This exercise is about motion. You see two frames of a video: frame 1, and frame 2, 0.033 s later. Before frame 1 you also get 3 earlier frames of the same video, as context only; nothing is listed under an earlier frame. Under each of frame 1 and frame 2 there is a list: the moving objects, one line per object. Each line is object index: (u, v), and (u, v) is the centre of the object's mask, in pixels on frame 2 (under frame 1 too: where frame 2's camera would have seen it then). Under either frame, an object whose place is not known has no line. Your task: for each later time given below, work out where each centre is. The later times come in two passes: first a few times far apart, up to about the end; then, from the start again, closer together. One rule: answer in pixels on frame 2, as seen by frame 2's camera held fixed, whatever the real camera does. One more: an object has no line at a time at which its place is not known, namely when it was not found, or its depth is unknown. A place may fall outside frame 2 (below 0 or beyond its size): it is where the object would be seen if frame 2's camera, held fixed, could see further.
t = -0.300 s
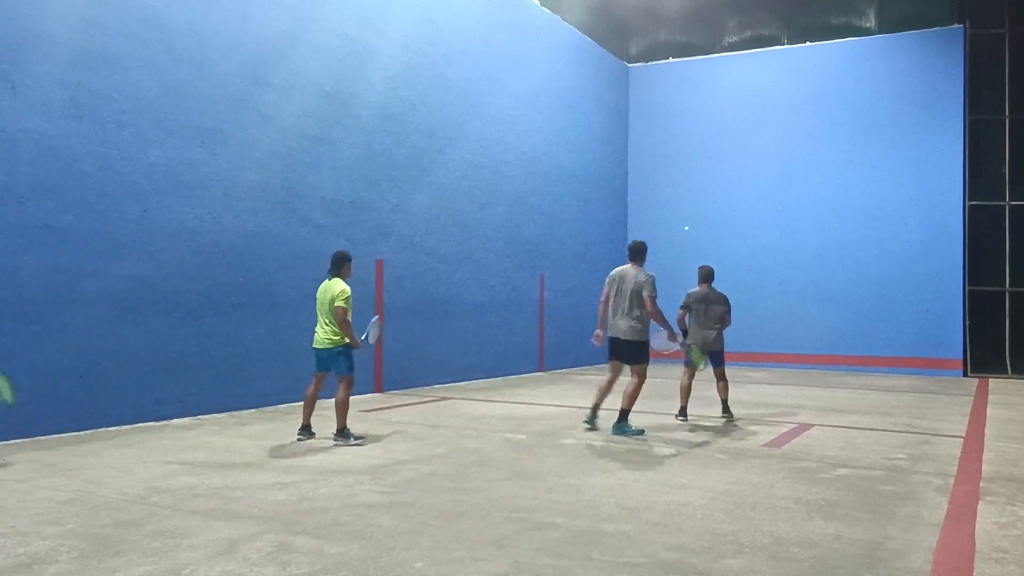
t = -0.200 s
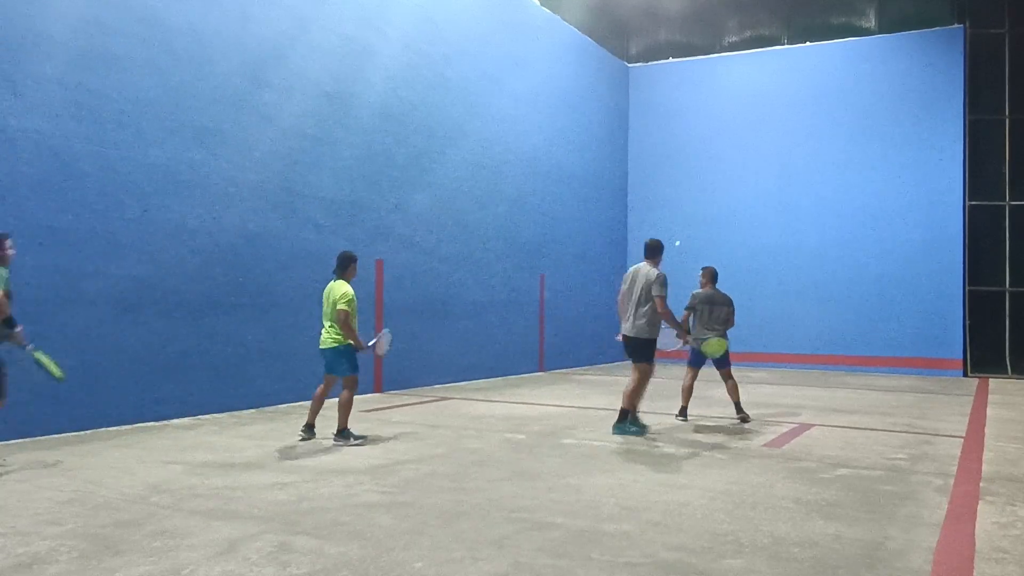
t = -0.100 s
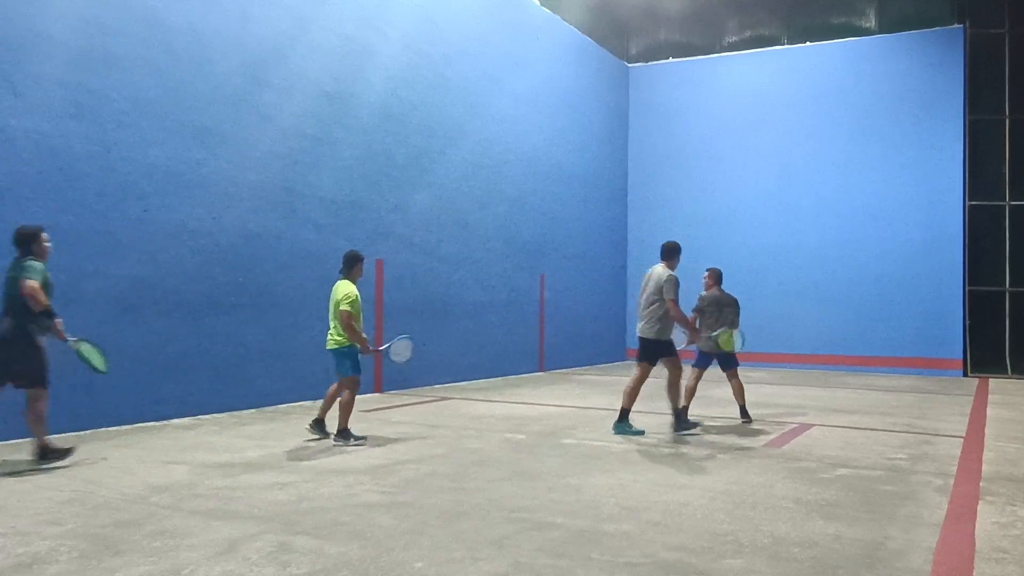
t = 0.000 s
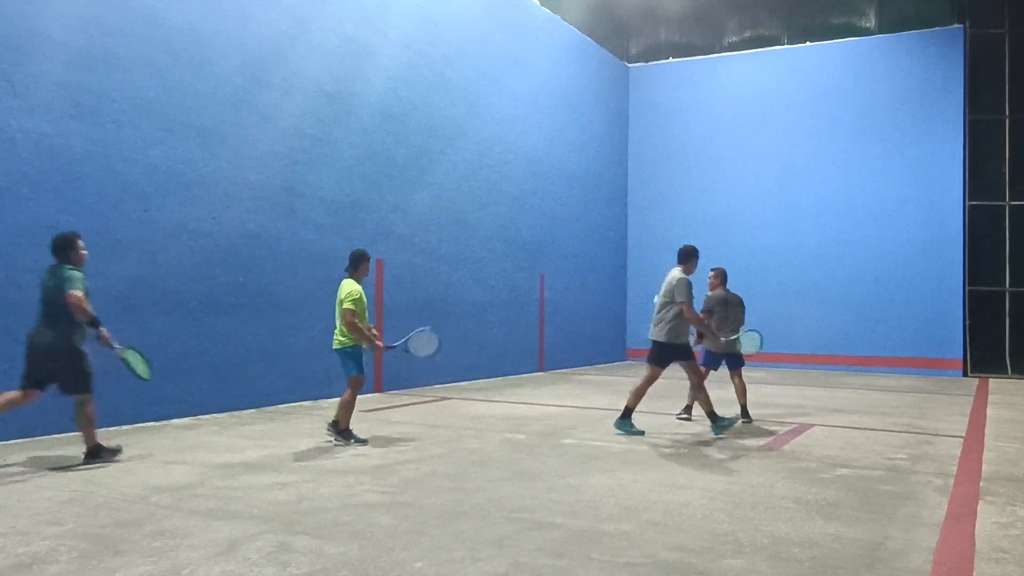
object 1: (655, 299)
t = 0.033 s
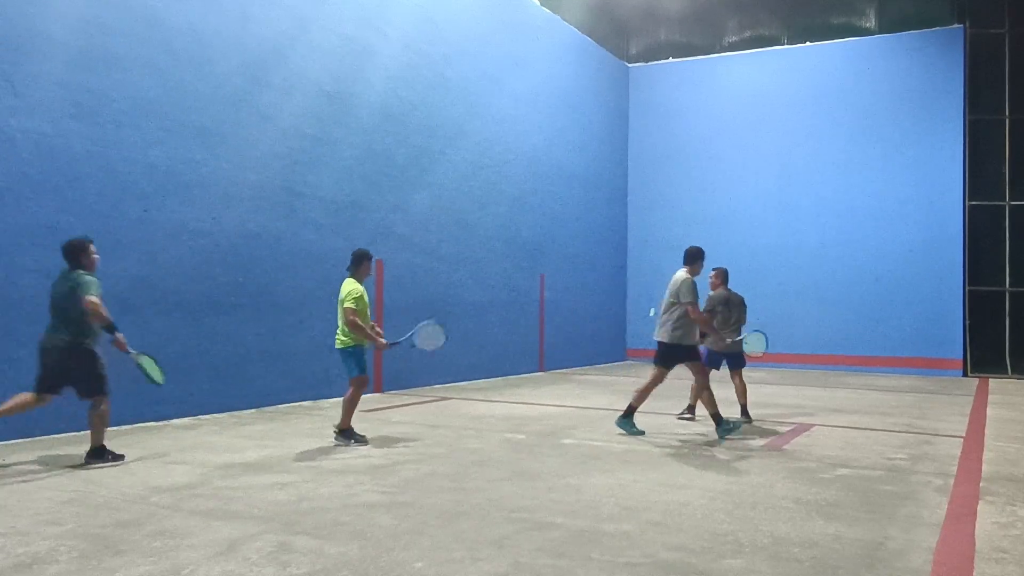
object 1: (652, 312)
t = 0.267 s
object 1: (624, 371)
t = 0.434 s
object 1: (610, 312)
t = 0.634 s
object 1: (590, 263)
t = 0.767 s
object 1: (574, 248)
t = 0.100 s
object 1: (643, 343)
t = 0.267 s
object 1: (624, 371)
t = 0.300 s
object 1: (621, 358)
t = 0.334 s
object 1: (619, 346)
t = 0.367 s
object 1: (616, 333)
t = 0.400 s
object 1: (613, 322)
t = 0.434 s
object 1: (610, 312)
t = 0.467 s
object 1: (607, 301)
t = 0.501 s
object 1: (604, 292)
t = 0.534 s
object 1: (600, 284)
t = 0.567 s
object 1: (597, 276)
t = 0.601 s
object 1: (593, 269)
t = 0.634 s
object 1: (590, 263)
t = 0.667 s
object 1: (587, 257)
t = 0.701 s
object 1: (583, 253)
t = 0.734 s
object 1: (578, 250)
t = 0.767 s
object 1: (574, 248)
